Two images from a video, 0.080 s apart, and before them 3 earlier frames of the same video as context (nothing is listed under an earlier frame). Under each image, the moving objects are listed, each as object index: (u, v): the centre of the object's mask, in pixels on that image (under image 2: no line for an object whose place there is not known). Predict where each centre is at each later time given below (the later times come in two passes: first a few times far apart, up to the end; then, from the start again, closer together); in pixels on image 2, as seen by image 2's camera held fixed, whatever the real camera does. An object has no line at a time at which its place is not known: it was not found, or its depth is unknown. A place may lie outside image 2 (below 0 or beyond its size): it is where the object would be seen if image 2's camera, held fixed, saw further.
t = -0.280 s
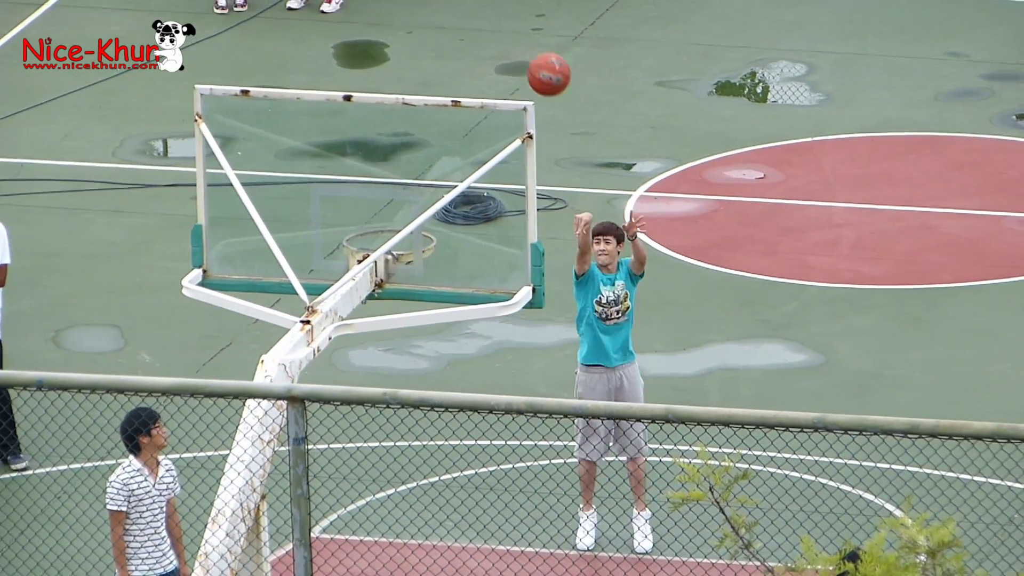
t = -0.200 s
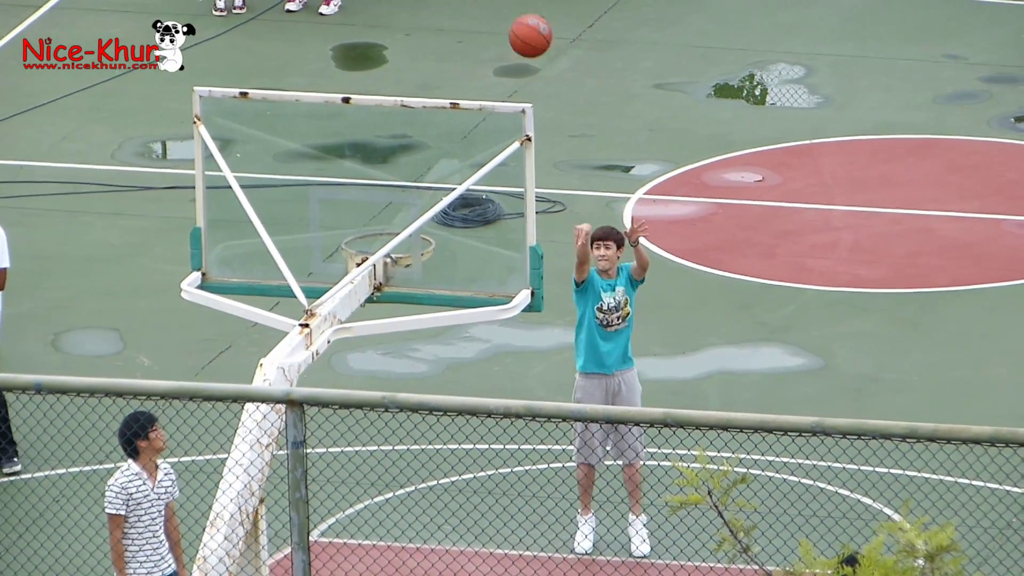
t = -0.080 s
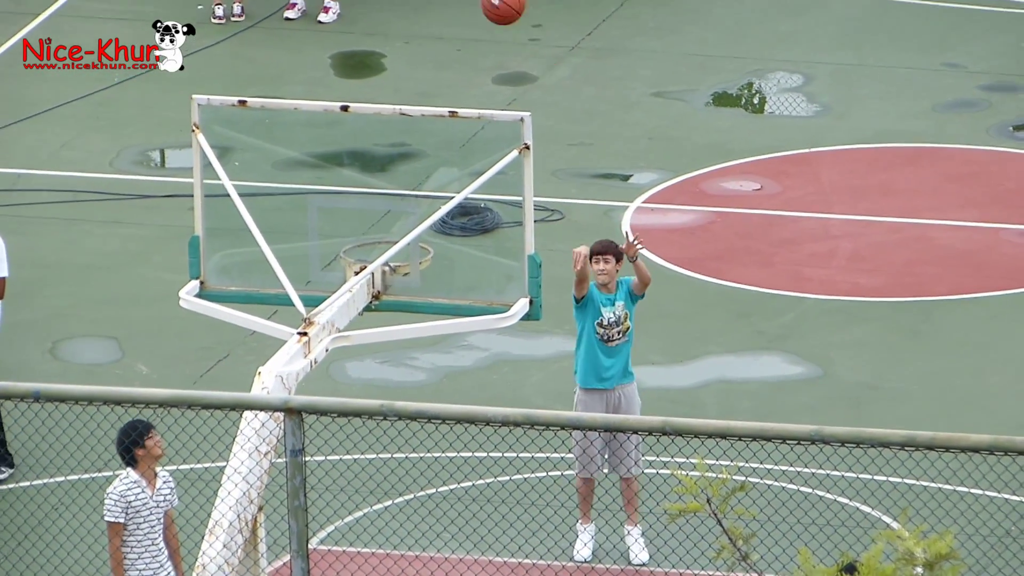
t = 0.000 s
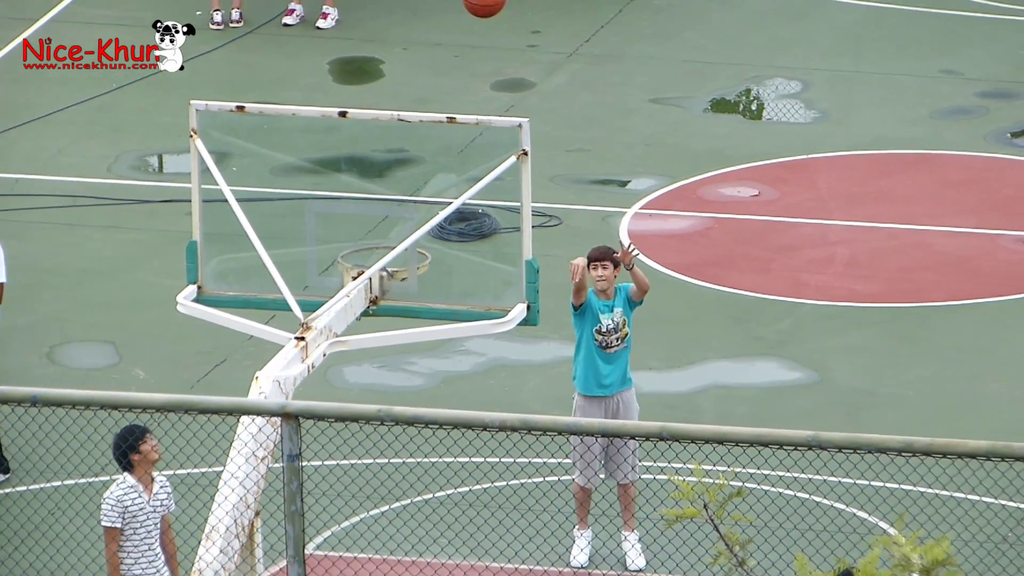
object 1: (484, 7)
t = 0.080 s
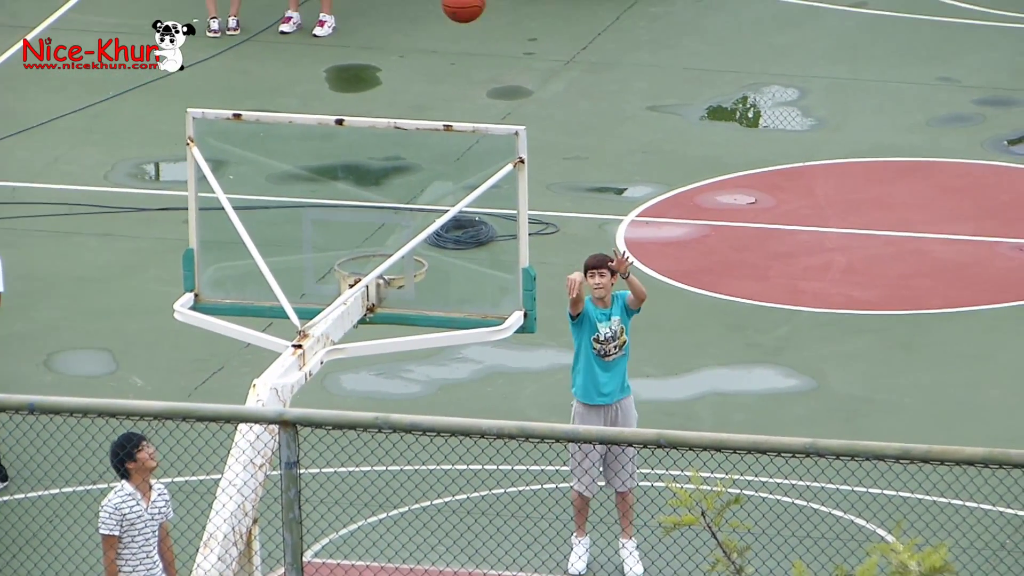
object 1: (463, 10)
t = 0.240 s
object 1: (428, 28)
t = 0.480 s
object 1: (377, 161)
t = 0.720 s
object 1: (399, 303)
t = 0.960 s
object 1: (435, 485)
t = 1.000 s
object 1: (442, 525)
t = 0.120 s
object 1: (454, 10)
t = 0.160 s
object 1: (445, 11)
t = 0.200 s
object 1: (437, 17)
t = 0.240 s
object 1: (428, 28)
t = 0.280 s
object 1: (419, 43)
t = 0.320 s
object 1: (411, 60)
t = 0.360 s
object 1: (403, 81)
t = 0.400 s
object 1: (394, 101)
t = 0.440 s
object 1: (385, 135)
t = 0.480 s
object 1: (377, 161)
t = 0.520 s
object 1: (369, 193)
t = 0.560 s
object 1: (360, 231)
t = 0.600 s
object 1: (368, 245)
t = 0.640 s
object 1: (371, 255)
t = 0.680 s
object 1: (379, 266)
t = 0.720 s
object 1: (399, 303)
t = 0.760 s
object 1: (397, 331)
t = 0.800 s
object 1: (407, 360)
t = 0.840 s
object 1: (413, 380)
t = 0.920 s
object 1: (427, 450)
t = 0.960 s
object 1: (435, 485)
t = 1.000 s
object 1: (442, 525)
